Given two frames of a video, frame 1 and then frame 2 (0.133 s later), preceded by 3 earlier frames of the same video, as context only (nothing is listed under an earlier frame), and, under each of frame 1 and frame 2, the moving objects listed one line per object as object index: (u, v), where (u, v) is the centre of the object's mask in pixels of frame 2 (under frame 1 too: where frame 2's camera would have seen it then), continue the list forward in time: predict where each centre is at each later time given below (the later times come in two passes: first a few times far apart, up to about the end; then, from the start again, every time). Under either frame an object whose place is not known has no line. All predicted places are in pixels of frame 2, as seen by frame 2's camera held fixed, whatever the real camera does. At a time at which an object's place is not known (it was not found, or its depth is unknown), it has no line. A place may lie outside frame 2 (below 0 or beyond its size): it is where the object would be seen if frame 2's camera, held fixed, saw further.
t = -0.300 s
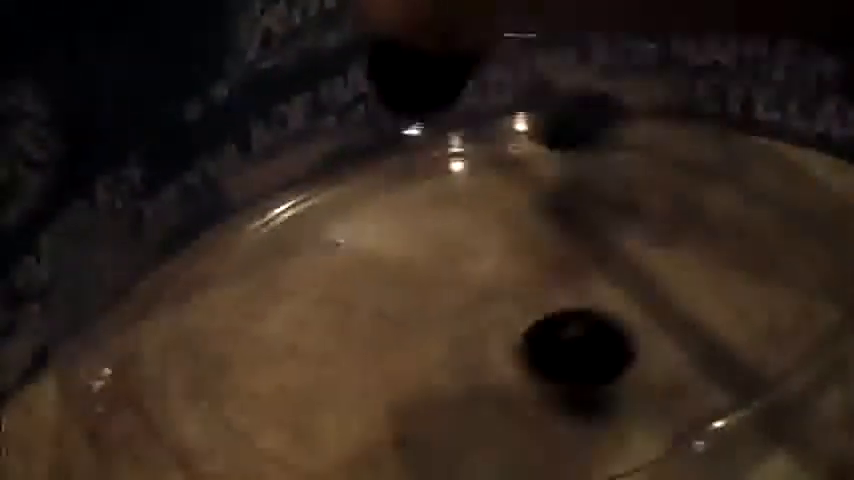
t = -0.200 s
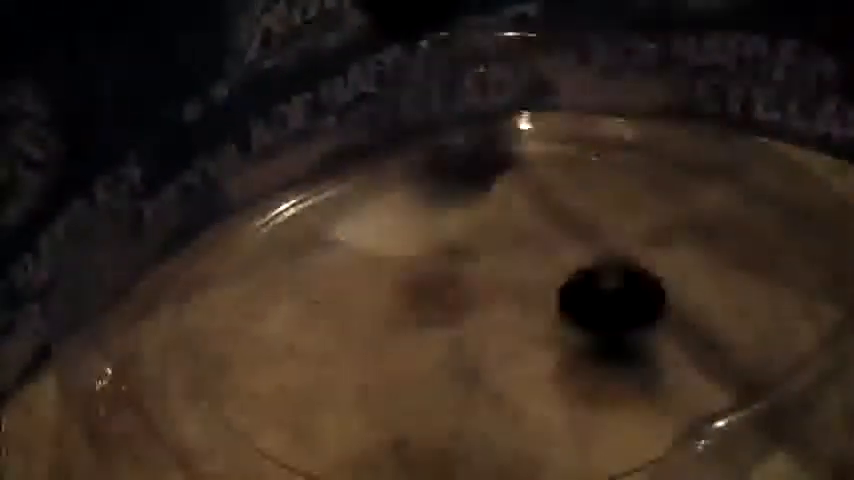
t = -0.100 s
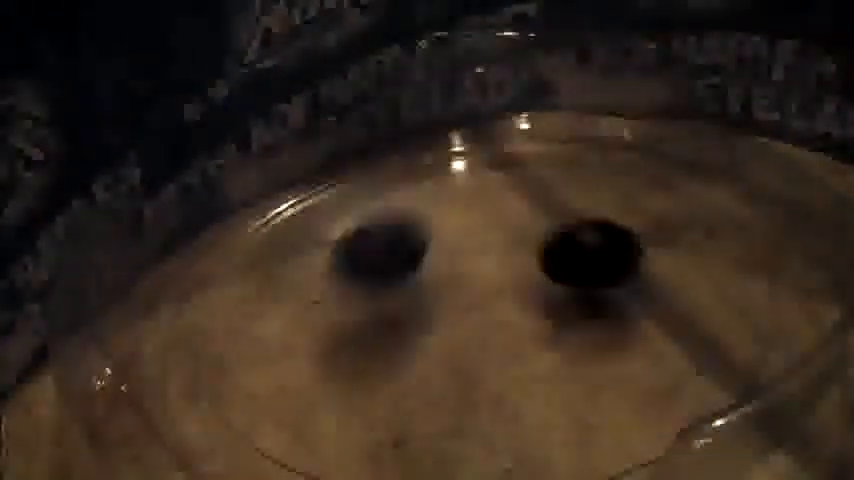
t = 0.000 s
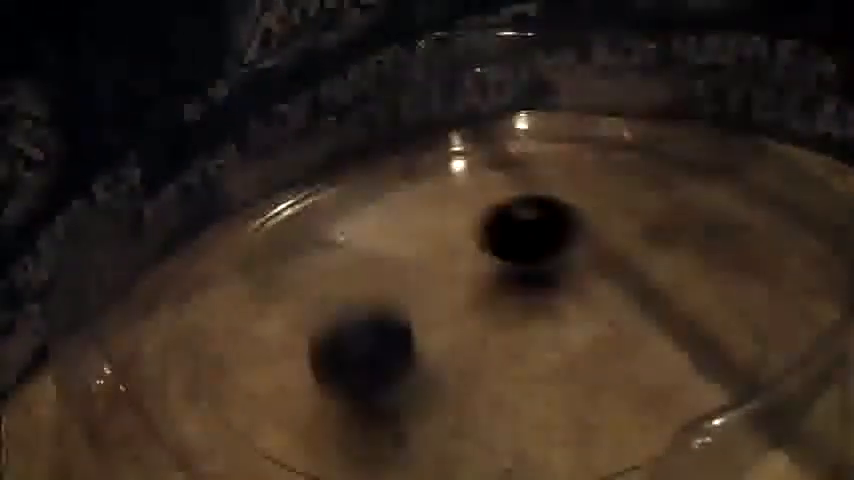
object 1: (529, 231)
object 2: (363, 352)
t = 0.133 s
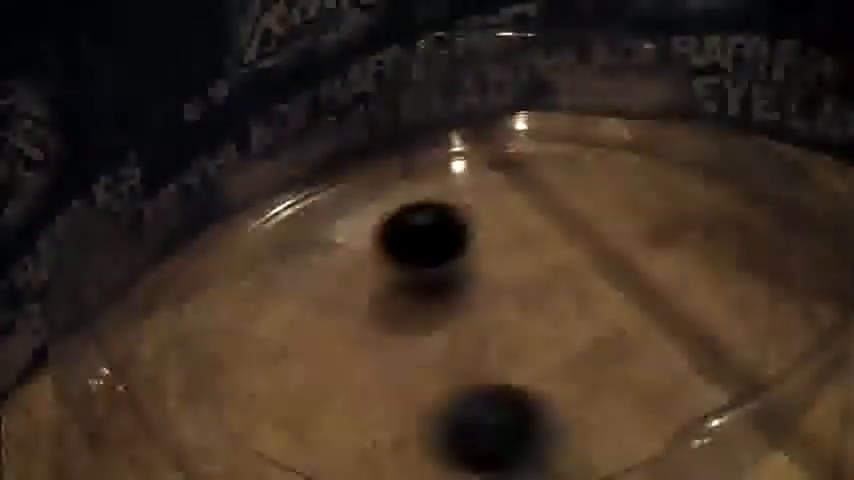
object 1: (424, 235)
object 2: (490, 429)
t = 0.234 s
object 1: (361, 268)
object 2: (647, 415)
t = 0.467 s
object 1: (391, 378)
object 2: (700, 237)
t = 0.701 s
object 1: (578, 348)
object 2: (424, 281)
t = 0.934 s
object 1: (553, 248)
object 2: (380, 429)
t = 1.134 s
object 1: (408, 246)
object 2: (601, 416)
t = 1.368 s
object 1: (344, 340)
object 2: (555, 291)
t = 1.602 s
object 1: (507, 372)
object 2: (310, 291)
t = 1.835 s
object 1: (582, 278)
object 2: (260, 405)
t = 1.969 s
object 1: (520, 240)
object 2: (400, 424)
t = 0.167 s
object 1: (400, 243)
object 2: (549, 436)
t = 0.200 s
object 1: (379, 255)
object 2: (603, 434)
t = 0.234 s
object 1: (361, 268)
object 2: (647, 415)
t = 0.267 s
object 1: (349, 284)
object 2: (695, 383)
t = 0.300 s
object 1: (340, 302)
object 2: (728, 353)
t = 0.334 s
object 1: (338, 319)
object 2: (741, 322)
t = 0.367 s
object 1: (341, 336)
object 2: (747, 291)
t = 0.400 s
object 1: (353, 352)
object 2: (740, 264)
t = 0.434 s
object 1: (368, 367)
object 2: (726, 248)
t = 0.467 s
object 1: (391, 378)
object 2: (700, 237)
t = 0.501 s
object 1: (419, 385)
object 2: (666, 231)
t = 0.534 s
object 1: (449, 388)
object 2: (624, 229)
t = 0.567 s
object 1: (480, 387)
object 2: (582, 232)
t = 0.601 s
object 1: (508, 381)
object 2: (540, 238)
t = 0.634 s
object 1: (537, 372)
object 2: (497, 250)
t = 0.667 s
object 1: (561, 360)
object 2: (458, 264)
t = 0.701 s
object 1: (578, 348)
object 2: (424, 281)
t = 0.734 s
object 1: (593, 331)
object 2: (395, 299)
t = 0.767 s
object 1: (600, 316)
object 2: (371, 322)
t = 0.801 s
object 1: (602, 298)
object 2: (356, 342)
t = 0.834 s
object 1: (598, 284)
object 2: (347, 366)
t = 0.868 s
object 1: (587, 269)
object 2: (349, 388)
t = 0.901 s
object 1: (572, 257)
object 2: (360, 409)
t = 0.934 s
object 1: (553, 248)
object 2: (380, 429)
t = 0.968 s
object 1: (532, 239)
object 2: (406, 441)
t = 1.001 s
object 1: (508, 235)
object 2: (439, 448)
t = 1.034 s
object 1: (483, 233)
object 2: (479, 450)
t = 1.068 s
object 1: (456, 234)
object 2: (529, 443)
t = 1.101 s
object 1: (432, 238)
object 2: (568, 432)
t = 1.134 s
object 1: (408, 246)
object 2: (601, 416)
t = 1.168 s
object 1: (387, 254)
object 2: (622, 397)
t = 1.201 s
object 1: (369, 265)
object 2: (631, 378)
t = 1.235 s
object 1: (355, 278)
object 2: (635, 358)
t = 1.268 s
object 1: (345, 294)
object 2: (627, 337)
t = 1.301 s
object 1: (339, 308)
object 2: (611, 319)
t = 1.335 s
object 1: (338, 324)
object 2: (584, 303)
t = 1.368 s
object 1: (344, 340)
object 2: (555, 291)
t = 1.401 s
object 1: (356, 354)
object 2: (521, 282)
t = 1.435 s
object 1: (372, 366)
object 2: (484, 275)
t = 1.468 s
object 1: (394, 374)
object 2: (446, 272)
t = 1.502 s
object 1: (423, 380)
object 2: (410, 271)
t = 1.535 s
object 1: (451, 381)
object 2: (374, 275)
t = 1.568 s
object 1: (480, 379)
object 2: (340, 281)
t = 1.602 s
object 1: (507, 372)
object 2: (310, 291)
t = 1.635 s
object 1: (532, 364)
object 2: (283, 303)
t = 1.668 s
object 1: (554, 352)
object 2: (262, 318)
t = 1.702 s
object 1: (570, 338)
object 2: (245, 336)
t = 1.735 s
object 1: (582, 325)
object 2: (236, 353)
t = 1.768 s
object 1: (588, 310)
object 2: (234, 373)
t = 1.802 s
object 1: (588, 294)
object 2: (241, 390)
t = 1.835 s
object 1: (582, 278)
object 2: (260, 405)
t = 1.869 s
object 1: (572, 266)
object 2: (285, 417)
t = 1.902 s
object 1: (558, 255)
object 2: (320, 424)
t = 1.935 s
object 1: (541, 247)
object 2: (357, 426)
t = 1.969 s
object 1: (520, 240)
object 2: (400, 424)
